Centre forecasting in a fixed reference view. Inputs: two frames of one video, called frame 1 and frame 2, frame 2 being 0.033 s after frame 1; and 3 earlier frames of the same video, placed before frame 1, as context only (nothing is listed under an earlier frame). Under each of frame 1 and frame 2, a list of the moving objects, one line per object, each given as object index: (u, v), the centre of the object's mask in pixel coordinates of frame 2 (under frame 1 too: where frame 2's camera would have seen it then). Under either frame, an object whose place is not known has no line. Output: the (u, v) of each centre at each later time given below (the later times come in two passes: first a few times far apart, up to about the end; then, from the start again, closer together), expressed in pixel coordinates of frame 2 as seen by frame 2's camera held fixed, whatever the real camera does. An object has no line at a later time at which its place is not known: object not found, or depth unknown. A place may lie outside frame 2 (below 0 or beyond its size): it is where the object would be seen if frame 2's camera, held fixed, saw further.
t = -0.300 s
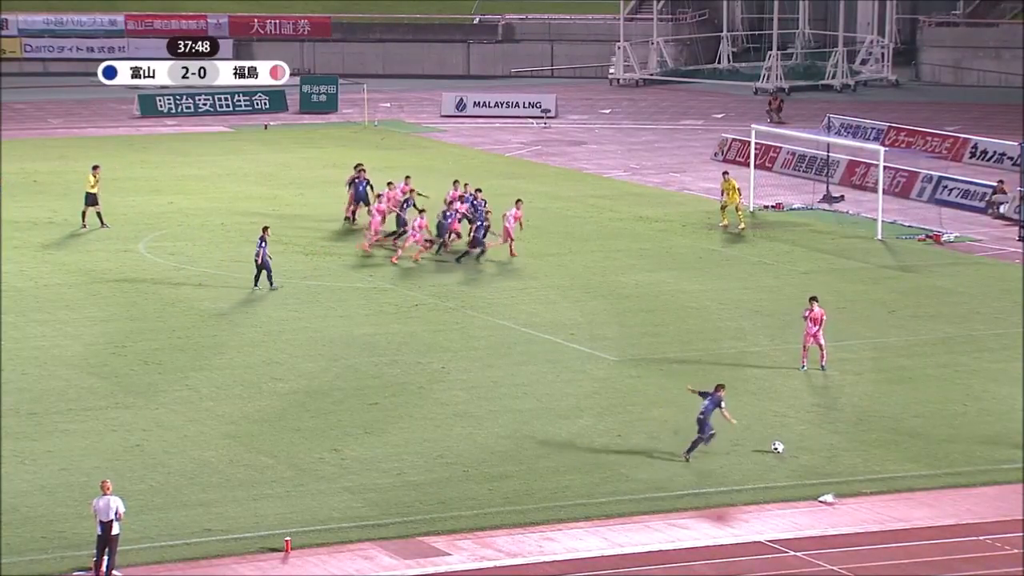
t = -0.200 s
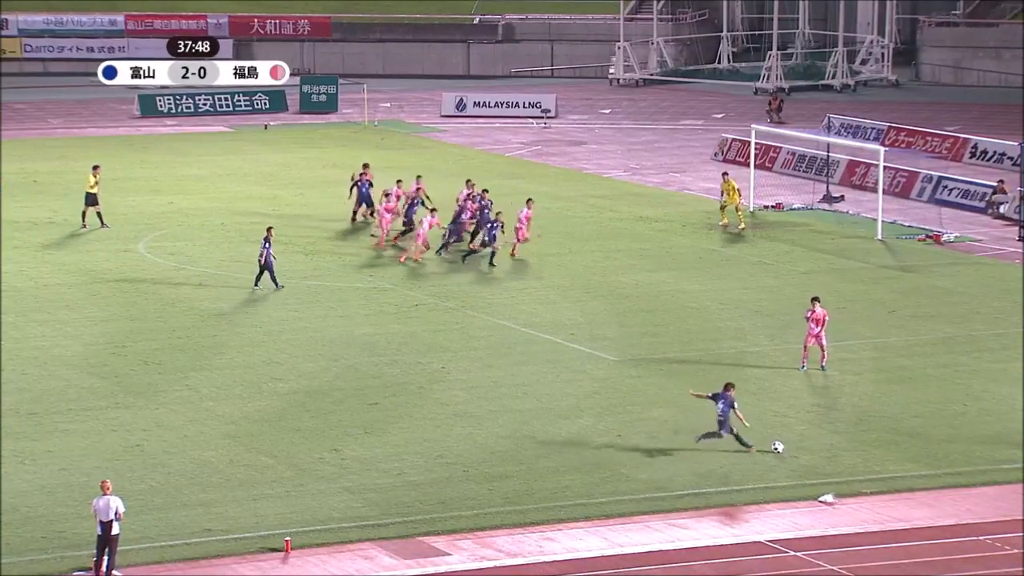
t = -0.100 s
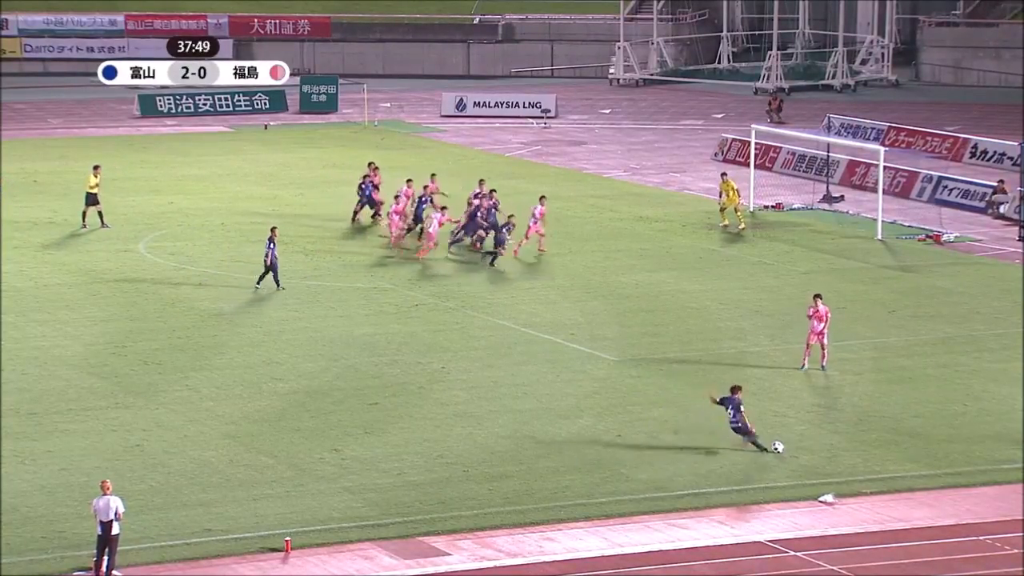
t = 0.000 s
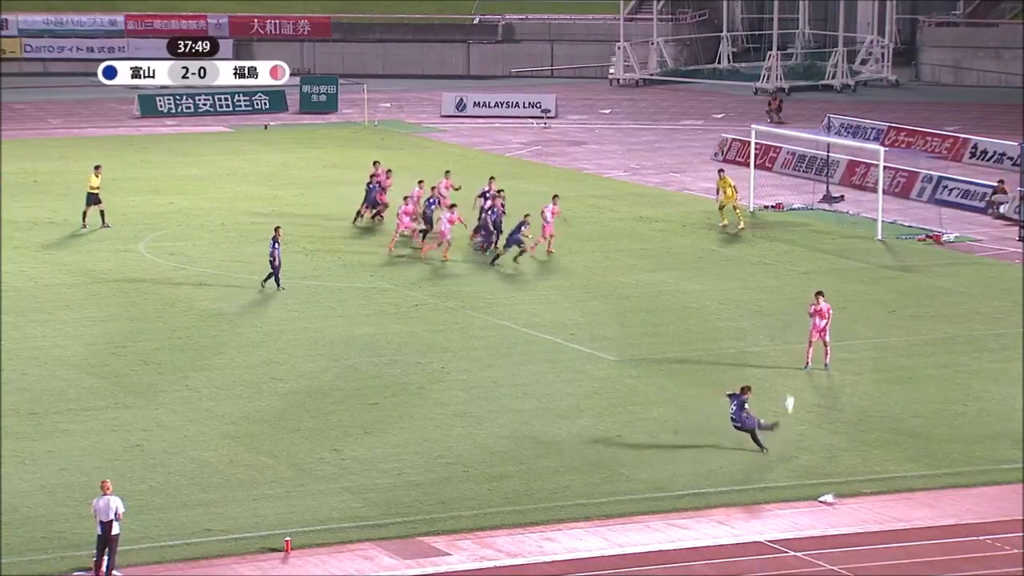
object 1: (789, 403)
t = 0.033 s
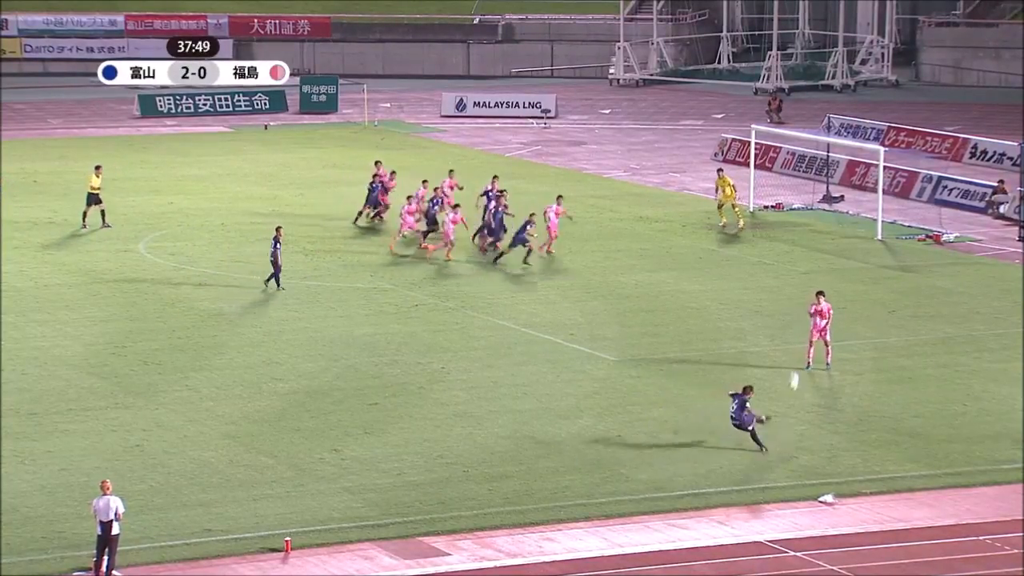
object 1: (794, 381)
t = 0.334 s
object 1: (805, 227)
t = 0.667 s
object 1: (780, 141)
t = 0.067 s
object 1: (797, 358)
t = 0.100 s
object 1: (800, 338)
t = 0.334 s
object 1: (805, 227)
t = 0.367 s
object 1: (804, 216)
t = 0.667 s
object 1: (780, 141)
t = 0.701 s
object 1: (776, 136)
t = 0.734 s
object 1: (771, 132)
